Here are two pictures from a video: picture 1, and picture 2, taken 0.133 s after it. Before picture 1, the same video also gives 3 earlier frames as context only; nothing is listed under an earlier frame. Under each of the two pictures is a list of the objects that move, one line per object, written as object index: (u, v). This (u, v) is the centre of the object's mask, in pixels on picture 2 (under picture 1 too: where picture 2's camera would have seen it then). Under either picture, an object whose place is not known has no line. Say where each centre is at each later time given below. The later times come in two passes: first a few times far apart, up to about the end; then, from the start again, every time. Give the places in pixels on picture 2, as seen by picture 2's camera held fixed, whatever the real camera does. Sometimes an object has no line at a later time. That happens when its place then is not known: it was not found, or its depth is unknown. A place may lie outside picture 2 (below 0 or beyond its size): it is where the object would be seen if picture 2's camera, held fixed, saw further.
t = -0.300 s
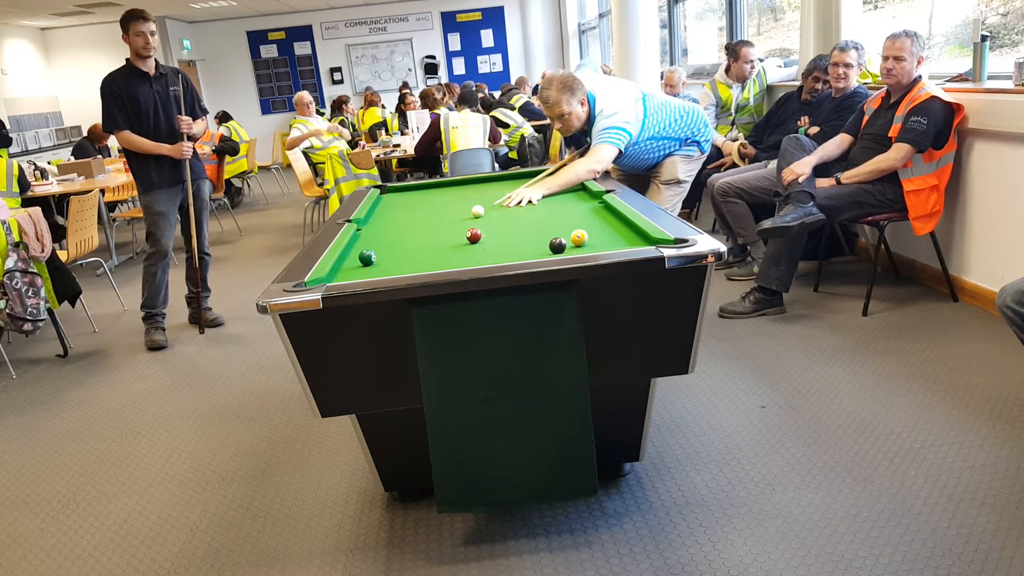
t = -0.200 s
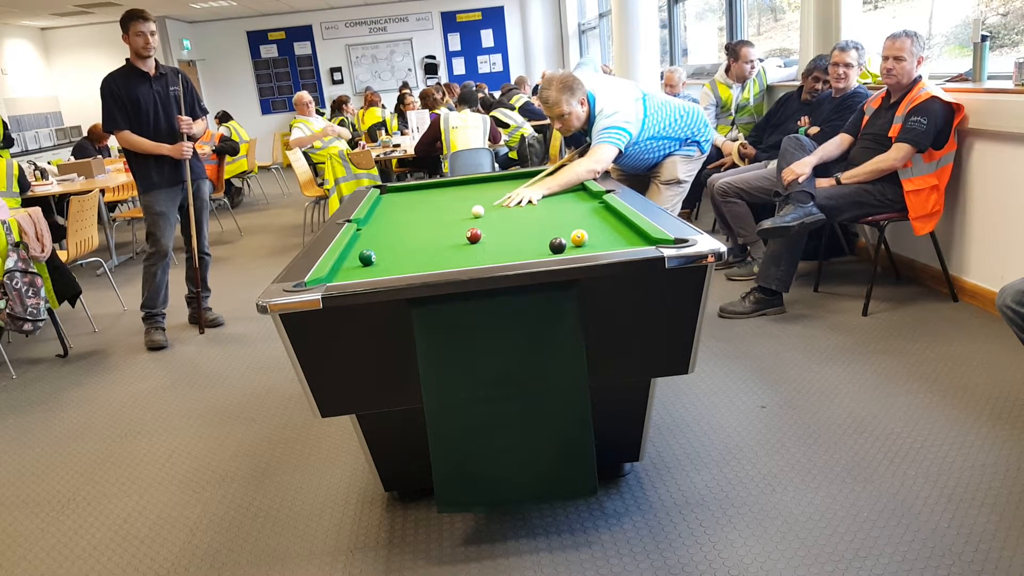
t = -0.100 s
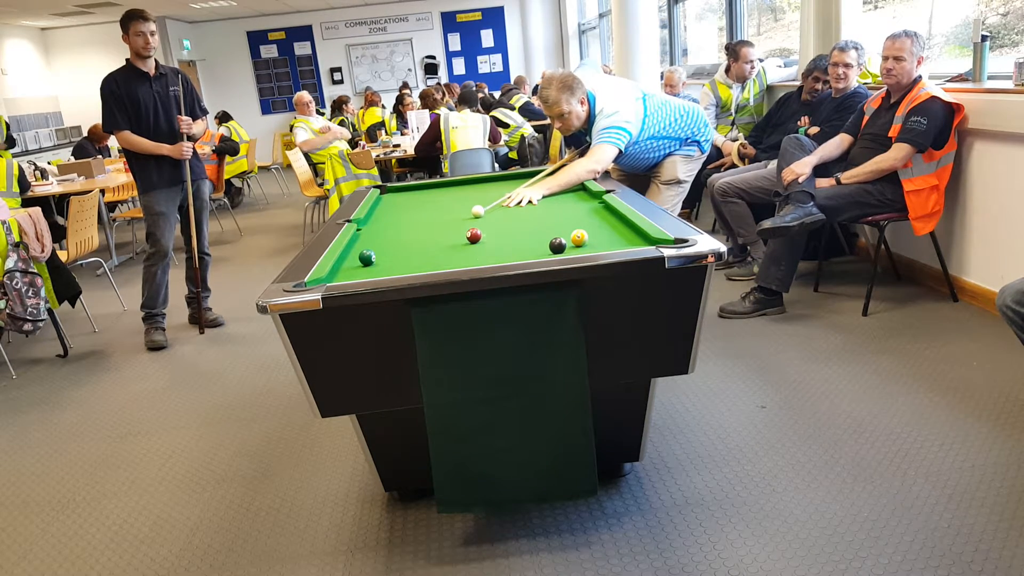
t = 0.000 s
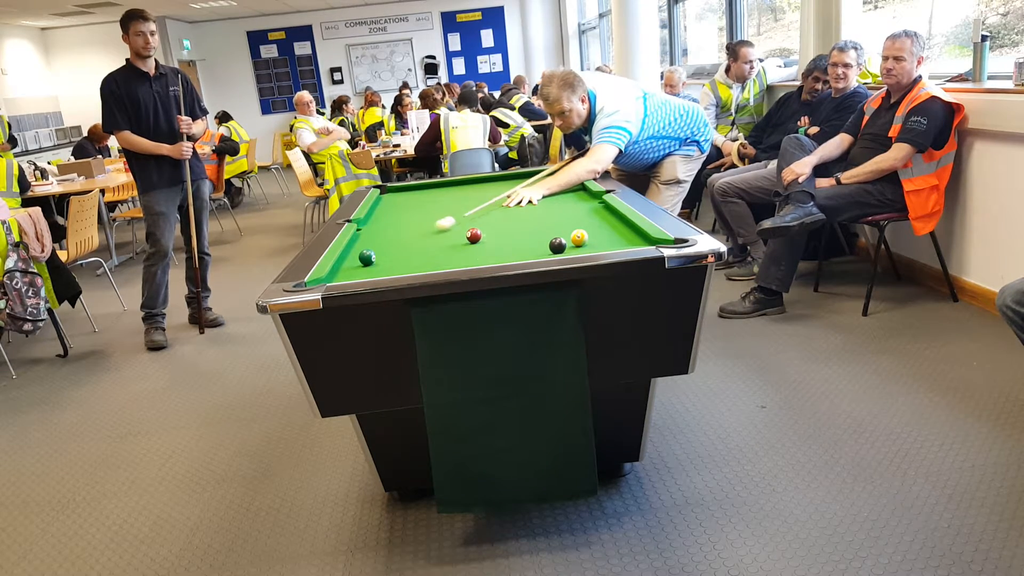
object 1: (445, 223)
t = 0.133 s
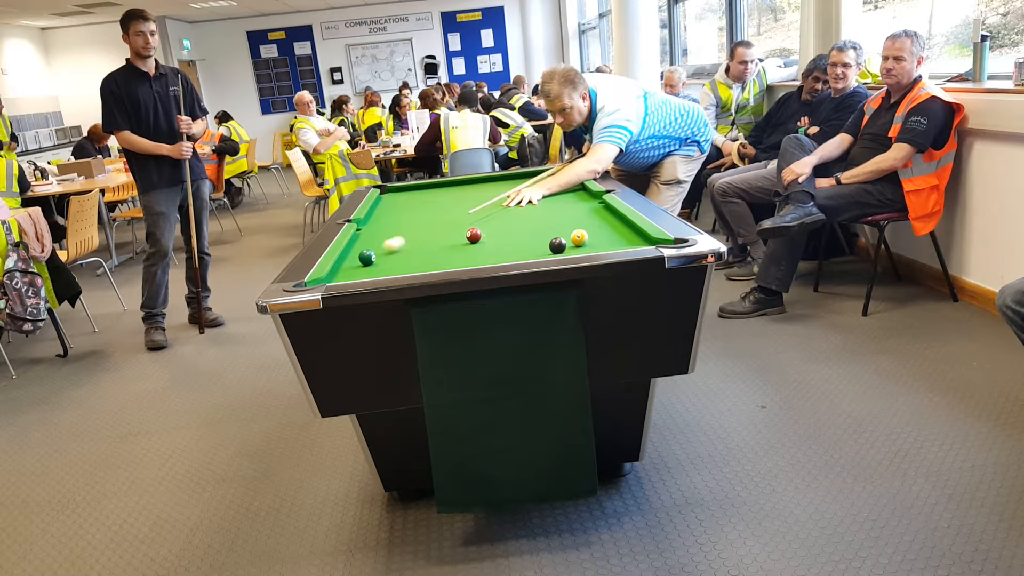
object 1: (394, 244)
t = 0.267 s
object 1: (362, 253)
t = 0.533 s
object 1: (360, 252)
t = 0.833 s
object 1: (385, 246)
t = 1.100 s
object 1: (405, 242)
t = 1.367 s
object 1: (422, 238)
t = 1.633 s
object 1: (436, 235)
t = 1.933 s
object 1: (451, 231)
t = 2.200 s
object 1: (461, 229)
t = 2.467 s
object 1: (469, 225)
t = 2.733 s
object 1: (477, 224)
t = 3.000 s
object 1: (483, 224)
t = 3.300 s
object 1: (488, 223)
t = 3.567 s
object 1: (489, 222)
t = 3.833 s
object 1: (490, 222)
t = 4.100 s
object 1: (490, 222)
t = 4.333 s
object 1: (490, 222)
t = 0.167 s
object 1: (382, 249)
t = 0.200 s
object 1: (372, 251)
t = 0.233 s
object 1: (366, 252)
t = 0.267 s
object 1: (362, 253)
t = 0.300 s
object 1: (358, 254)
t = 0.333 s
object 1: (354, 254)
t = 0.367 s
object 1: (350, 255)
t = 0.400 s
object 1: (348, 254)
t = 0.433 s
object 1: (350, 254)
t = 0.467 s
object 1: (354, 253)
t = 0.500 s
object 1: (357, 252)
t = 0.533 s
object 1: (360, 252)
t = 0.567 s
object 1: (363, 251)
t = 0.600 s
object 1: (366, 250)
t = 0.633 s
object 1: (369, 250)
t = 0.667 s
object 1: (372, 249)
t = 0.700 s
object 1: (375, 249)
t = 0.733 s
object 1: (377, 248)
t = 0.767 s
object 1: (380, 247)
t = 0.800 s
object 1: (383, 246)
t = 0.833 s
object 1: (385, 246)
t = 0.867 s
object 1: (388, 245)
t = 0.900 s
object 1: (390, 245)
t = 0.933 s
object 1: (393, 244)
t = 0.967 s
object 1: (395, 244)
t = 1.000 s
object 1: (398, 243)
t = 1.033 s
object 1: (400, 243)
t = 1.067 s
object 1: (402, 242)
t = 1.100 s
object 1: (405, 242)
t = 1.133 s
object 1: (407, 241)
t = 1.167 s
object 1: (409, 241)
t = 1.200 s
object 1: (411, 240)
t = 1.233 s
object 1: (413, 240)
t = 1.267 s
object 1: (416, 239)
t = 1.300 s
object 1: (418, 239)
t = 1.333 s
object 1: (420, 238)
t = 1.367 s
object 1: (422, 238)
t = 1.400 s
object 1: (424, 237)
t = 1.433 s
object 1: (425, 237)
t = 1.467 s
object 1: (427, 237)
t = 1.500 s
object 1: (429, 236)
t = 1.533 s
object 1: (431, 236)
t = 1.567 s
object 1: (433, 235)
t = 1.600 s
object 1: (434, 235)
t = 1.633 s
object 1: (436, 235)
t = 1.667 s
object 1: (438, 234)
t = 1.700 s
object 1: (440, 234)
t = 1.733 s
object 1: (441, 234)
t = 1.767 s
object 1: (443, 233)
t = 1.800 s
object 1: (444, 233)
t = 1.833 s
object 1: (446, 232)
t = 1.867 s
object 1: (448, 232)
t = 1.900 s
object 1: (449, 232)
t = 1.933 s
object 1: (451, 231)
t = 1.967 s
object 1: (452, 231)
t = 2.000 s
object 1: (453, 231)
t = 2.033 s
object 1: (455, 230)
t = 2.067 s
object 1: (456, 230)
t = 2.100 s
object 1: (457, 230)
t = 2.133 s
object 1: (458, 230)
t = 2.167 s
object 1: (459, 229)
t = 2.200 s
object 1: (461, 229)
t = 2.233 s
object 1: (462, 228)
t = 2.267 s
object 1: (463, 228)
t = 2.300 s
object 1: (464, 227)
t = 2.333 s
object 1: (464, 227)
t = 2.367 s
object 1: (466, 226)
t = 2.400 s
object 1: (467, 226)
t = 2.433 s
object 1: (468, 225)
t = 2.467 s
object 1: (469, 225)
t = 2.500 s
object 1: (470, 225)
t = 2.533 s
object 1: (472, 224)
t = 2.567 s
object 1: (473, 224)
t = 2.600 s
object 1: (474, 224)
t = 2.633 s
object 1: (475, 224)
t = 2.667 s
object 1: (476, 224)
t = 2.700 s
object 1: (476, 224)
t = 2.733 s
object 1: (477, 224)
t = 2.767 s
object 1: (478, 224)
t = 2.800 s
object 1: (479, 224)
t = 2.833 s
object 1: (480, 224)
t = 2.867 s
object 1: (481, 224)
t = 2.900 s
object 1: (481, 224)
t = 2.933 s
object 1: (482, 224)
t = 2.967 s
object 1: (482, 224)
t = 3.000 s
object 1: (483, 224)
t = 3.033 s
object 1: (484, 224)
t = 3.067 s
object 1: (484, 224)
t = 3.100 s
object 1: (485, 224)
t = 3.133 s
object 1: (485, 223)
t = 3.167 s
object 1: (486, 223)
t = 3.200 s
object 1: (486, 223)
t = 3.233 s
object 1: (487, 223)
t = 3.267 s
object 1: (487, 223)
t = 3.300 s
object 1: (488, 223)
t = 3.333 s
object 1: (488, 223)
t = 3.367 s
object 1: (488, 223)
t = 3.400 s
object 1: (489, 223)
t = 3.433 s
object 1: (489, 223)
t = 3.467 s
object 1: (489, 223)
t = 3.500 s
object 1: (489, 223)
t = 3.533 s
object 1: (489, 223)
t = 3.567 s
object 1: (489, 222)
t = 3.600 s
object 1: (490, 222)
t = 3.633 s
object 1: (490, 222)
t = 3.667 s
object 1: (490, 222)
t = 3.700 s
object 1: (490, 222)
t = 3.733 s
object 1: (490, 222)
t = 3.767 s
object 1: (490, 222)
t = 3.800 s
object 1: (490, 222)
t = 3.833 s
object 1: (490, 222)
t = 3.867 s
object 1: (490, 222)
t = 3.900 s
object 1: (490, 222)
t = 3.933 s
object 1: (490, 222)
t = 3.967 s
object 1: (490, 222)
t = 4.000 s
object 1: (490, 222)
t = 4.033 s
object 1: (490, 222)
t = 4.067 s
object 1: (490, 222)
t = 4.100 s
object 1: (490, 222)
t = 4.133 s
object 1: (490, 222)
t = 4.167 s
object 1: (490, 222)
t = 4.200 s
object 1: (490, 222)
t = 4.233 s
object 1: (490, 222)
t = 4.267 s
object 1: (490, 222)
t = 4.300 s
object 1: (490, 222)
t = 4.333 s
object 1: (490, 222)
